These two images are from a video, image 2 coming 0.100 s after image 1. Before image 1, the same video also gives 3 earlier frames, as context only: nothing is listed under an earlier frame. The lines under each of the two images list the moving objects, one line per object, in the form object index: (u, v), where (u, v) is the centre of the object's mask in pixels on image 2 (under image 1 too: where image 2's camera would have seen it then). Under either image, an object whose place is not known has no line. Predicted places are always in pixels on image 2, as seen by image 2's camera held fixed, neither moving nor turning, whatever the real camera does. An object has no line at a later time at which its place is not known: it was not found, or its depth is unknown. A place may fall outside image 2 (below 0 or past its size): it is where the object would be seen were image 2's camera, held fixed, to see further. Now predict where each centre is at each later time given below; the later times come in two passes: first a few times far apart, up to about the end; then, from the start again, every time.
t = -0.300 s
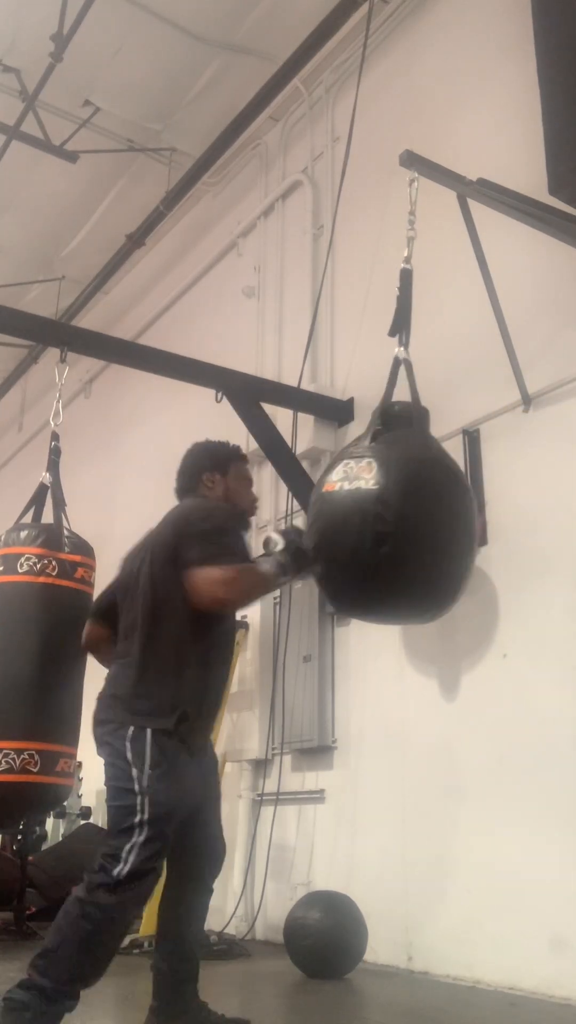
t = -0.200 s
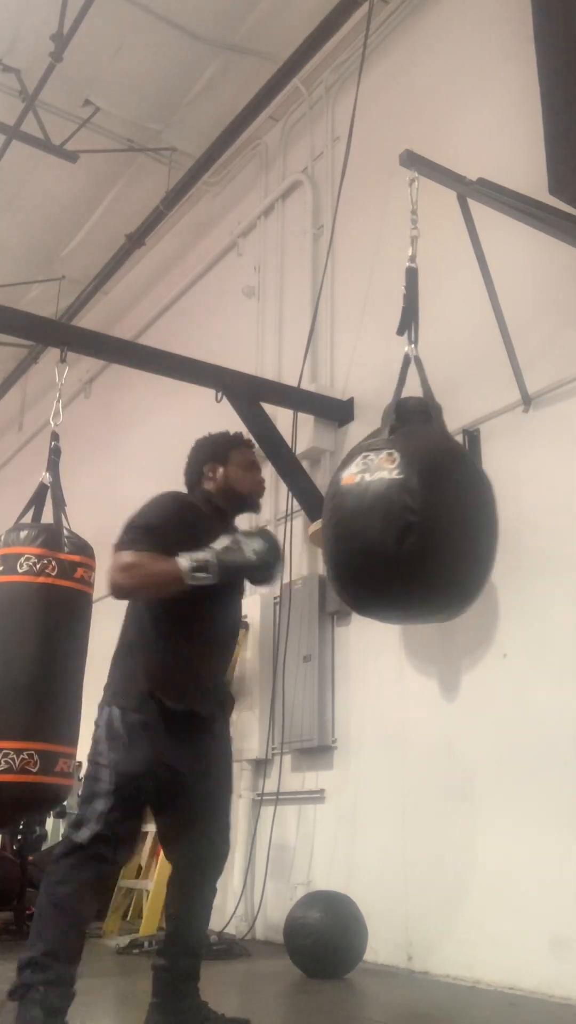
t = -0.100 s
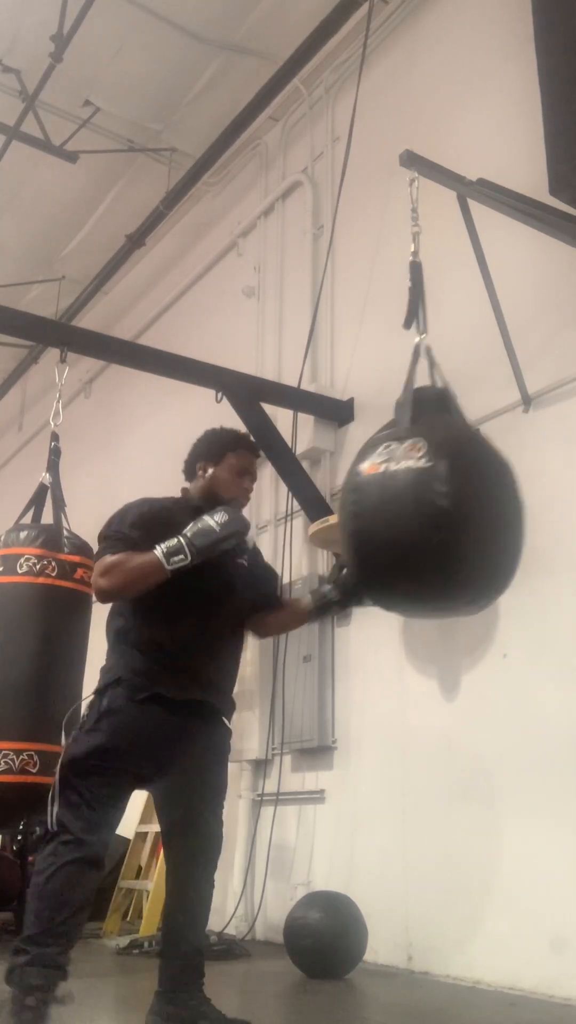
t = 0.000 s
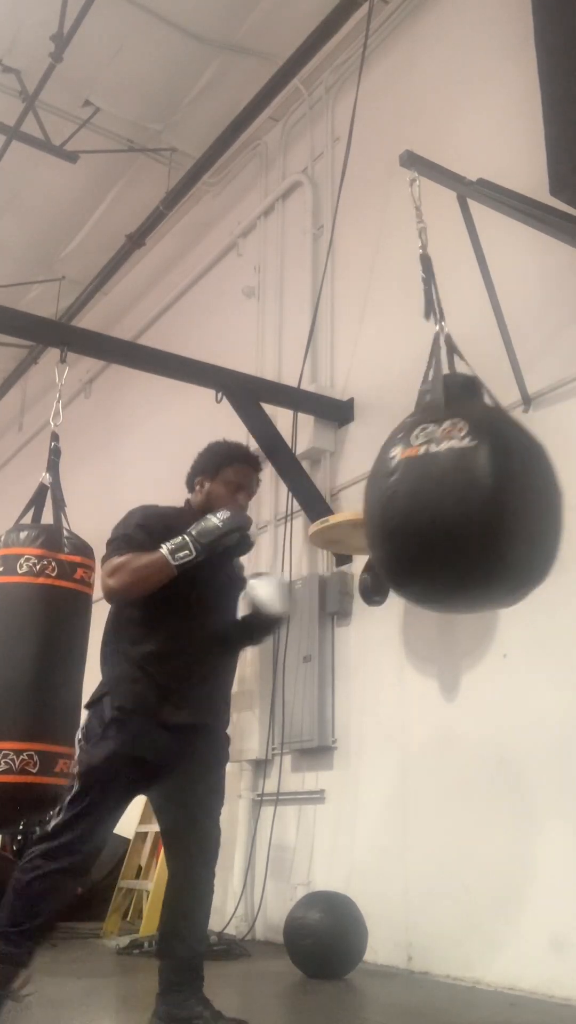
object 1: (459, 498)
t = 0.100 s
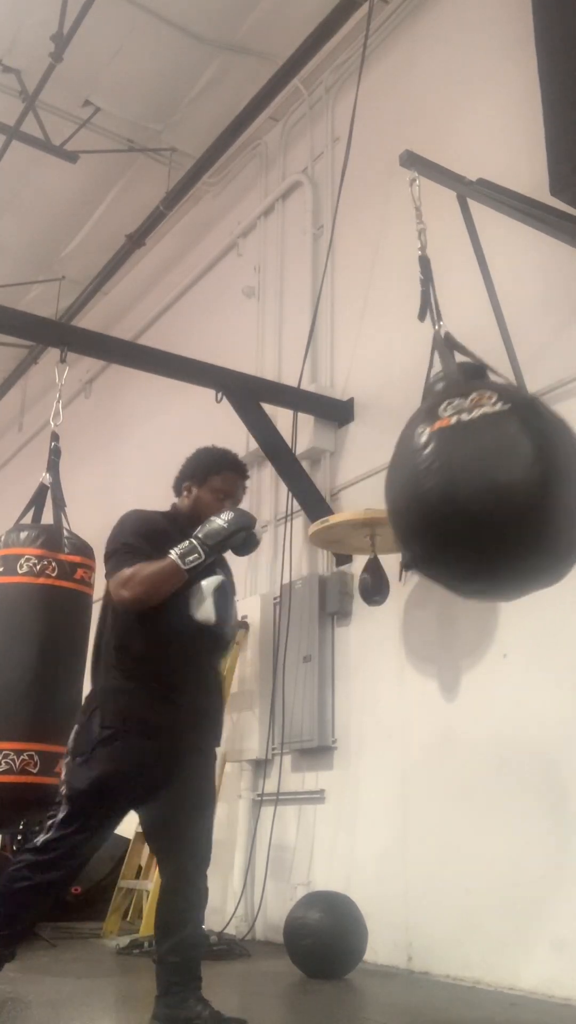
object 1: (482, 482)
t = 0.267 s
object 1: (503, 444)
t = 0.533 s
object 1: (508, 420)
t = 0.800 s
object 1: (484, 456)
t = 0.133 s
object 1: (487, 474)
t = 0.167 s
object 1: (491, 466)
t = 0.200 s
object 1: (496, 458)
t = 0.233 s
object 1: (500, 451)
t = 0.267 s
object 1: (503, 444)
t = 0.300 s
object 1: (505, 437)
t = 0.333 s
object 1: (507, 433)
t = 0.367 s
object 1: (509, 430)
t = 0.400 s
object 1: (510, 426)
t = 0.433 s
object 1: (509, 424)
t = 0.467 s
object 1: (509, 423)
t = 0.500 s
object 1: (508, 421)
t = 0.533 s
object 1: (508, 420)
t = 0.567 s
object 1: (506, 421)
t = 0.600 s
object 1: (505, 424)
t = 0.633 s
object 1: (503, 427)
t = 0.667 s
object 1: (500, 432)
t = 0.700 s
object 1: (497, 438)
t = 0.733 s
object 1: (494, 444)
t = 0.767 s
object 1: (490, 450)
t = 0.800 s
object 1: (484, 456)
